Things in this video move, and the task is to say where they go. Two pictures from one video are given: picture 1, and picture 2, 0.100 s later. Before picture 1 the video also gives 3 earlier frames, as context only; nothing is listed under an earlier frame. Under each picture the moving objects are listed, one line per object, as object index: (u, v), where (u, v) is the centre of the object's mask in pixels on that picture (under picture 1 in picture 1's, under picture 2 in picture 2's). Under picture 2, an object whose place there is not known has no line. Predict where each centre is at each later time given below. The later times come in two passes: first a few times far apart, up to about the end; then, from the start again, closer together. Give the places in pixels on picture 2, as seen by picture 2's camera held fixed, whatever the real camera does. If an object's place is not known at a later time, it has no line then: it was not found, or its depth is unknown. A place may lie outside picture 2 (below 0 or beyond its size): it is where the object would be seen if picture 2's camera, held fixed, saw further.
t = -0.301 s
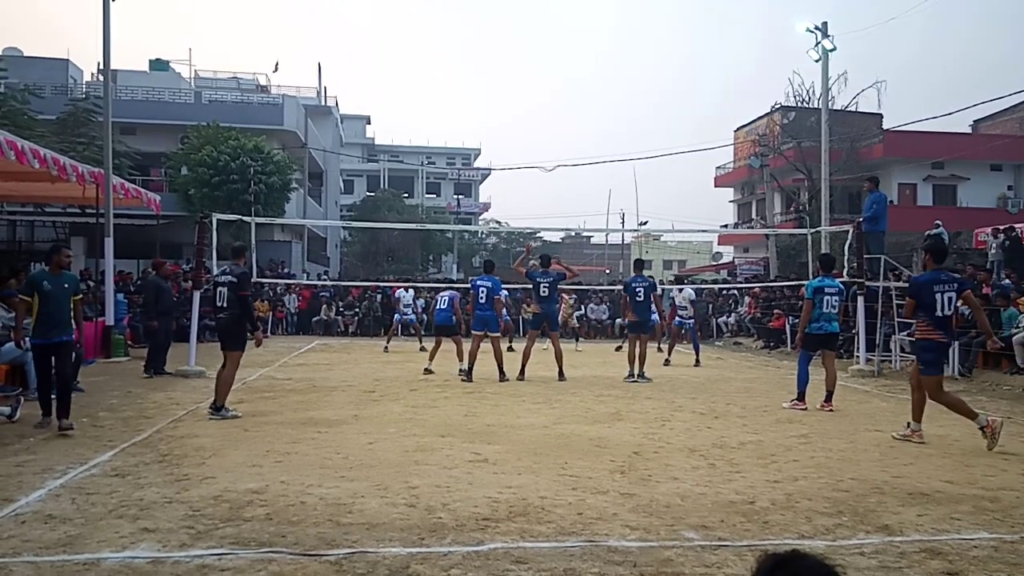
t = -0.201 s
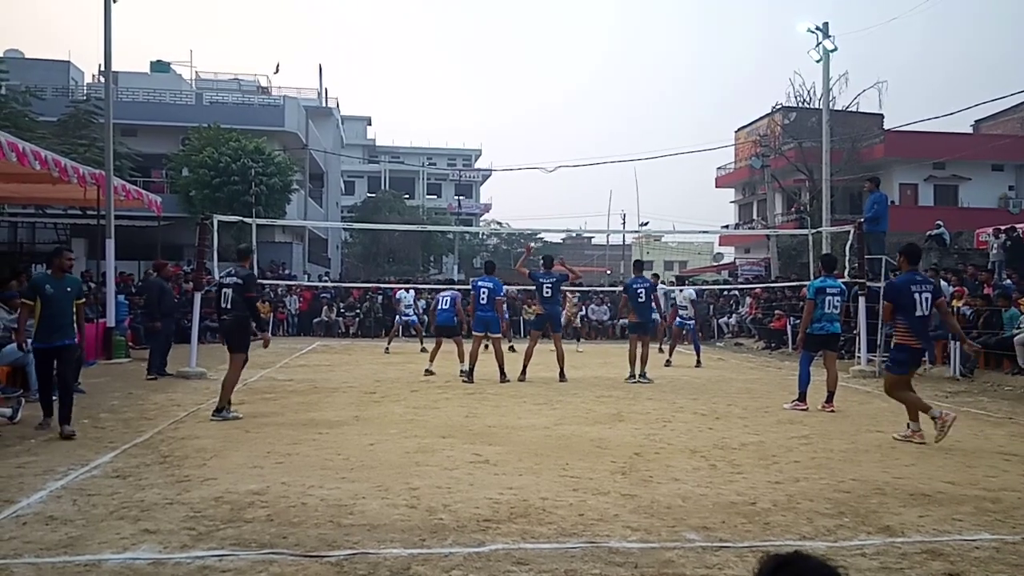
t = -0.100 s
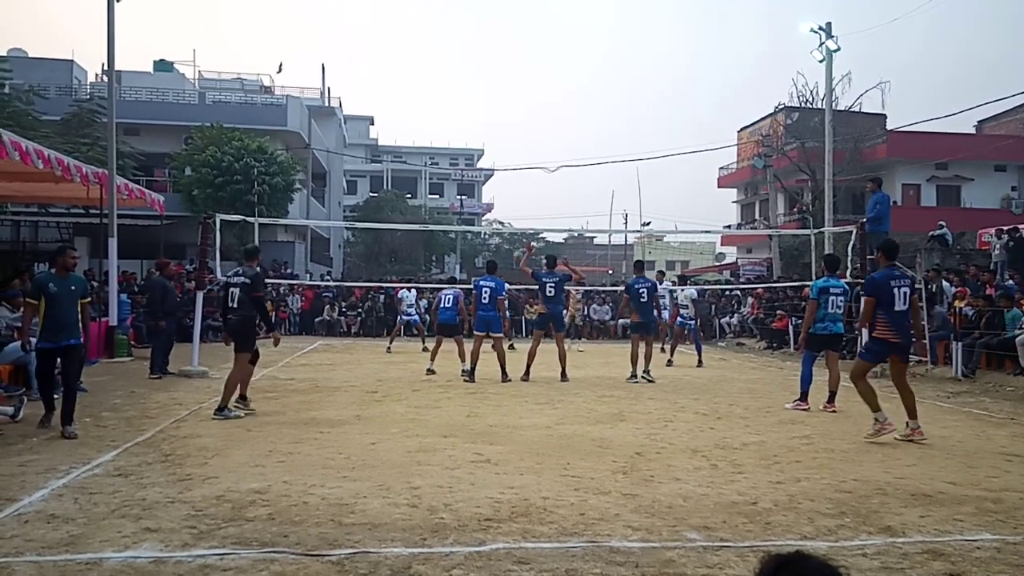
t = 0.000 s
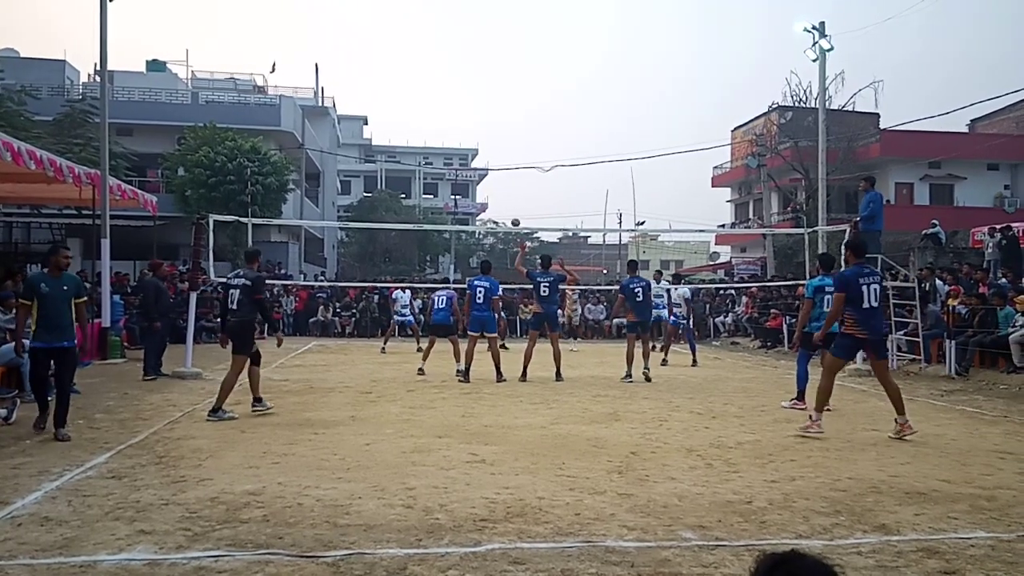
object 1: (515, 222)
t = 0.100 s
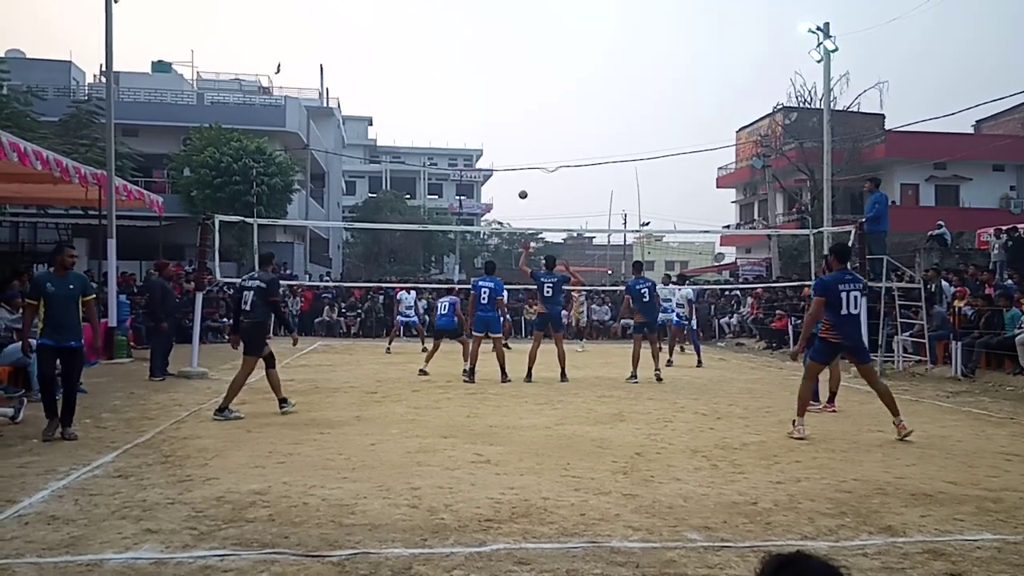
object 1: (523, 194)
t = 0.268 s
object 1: (527, 155)
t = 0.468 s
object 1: (531, 122)
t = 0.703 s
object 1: (535, 105)
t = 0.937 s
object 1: (539, 113)
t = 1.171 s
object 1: (543, 147)
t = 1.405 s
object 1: (548, 206)
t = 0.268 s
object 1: (527, 155)
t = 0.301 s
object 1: (527, 148)
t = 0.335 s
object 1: (528, 142)
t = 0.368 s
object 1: (528, 136)
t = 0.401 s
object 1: (529, 131)
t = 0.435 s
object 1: (530, 126)
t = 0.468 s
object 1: (531, 122)
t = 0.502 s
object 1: (531, 118)
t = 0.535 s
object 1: (532, 115)
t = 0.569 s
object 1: (533, 112)
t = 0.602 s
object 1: (533, 110)
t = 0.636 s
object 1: (534, 108)
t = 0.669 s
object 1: (534, 106)
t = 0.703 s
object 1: (535, 105)
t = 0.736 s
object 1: (536, 105)
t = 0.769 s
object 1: (536, 105)
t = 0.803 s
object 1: (537, 106)
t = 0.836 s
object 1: (538, 106)
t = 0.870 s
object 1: (538, 108)
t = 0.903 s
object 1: (539, 110)
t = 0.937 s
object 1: (539, 113)
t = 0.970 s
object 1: (540, 116)
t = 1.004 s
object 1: (541, 120)
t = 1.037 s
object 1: (541, 124)
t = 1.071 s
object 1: (541, 129)
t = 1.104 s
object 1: (542, 134)
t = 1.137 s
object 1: (543, 140)
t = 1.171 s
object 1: (543, 147)
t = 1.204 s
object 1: (544, 154)
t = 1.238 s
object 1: (545, 161)
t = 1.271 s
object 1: (545, 169)
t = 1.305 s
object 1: (546, 177)
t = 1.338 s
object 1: (547, 187)
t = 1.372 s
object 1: (548, 196)
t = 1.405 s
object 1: (548, 206)
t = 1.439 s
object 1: (549, 217)
